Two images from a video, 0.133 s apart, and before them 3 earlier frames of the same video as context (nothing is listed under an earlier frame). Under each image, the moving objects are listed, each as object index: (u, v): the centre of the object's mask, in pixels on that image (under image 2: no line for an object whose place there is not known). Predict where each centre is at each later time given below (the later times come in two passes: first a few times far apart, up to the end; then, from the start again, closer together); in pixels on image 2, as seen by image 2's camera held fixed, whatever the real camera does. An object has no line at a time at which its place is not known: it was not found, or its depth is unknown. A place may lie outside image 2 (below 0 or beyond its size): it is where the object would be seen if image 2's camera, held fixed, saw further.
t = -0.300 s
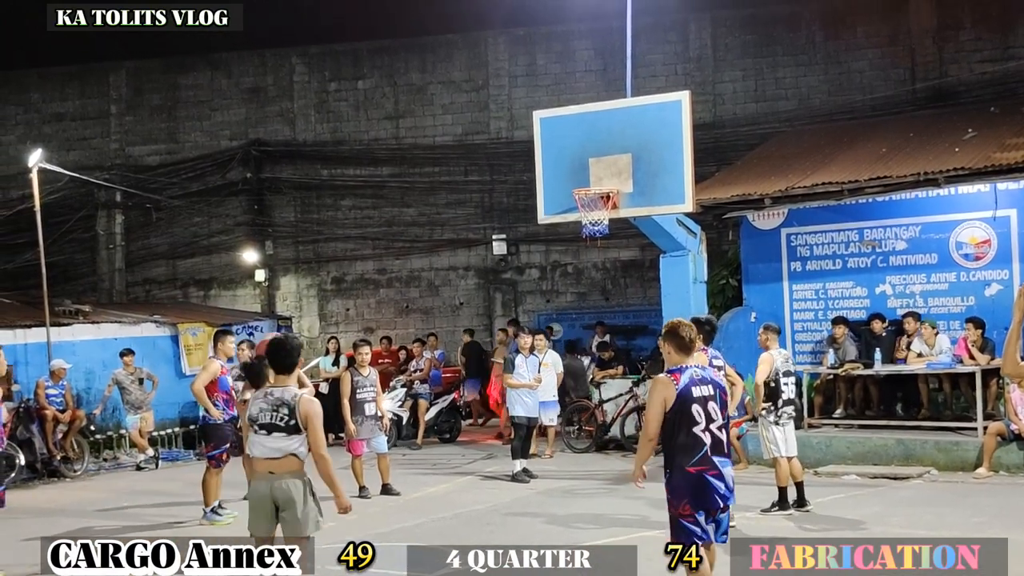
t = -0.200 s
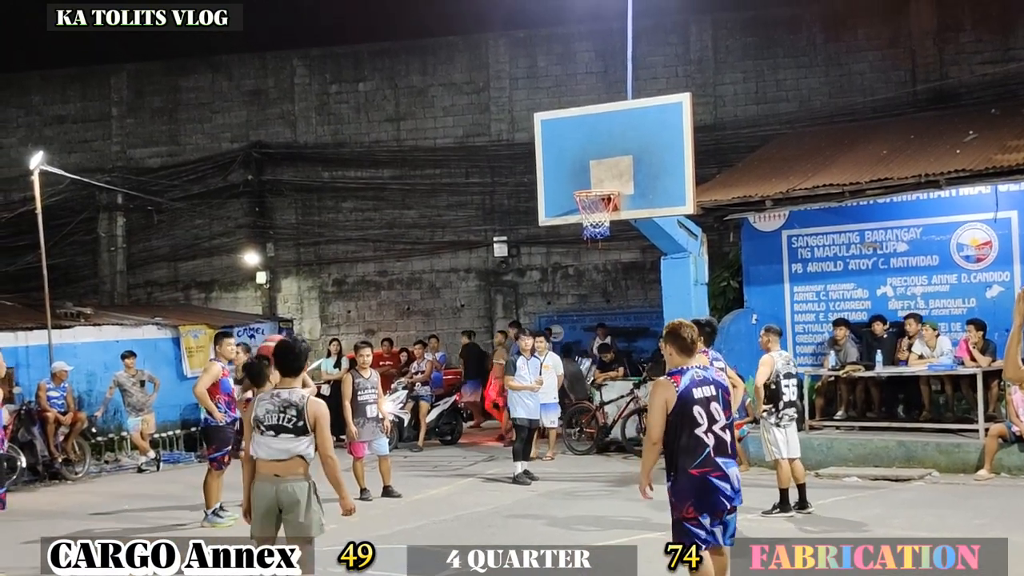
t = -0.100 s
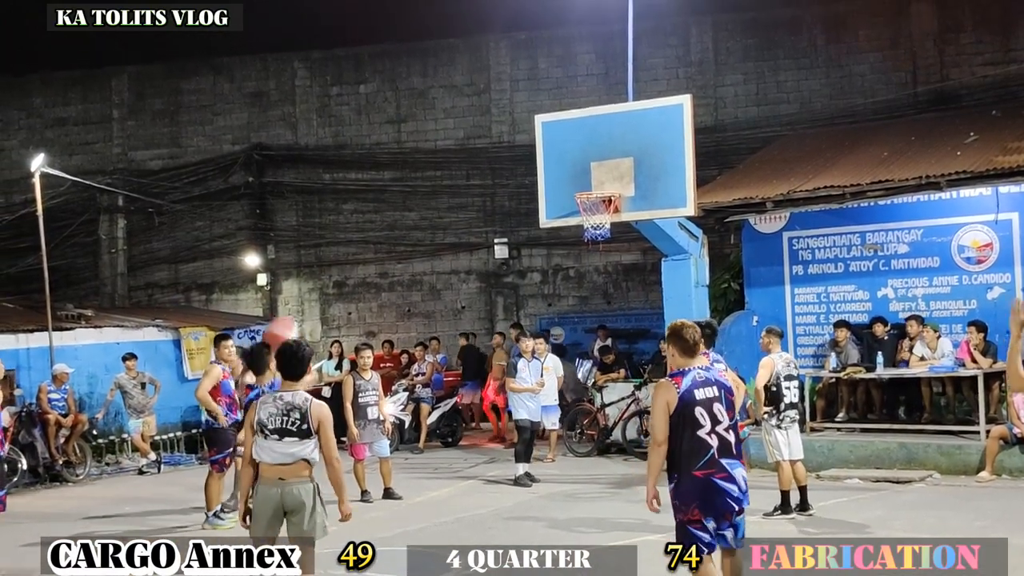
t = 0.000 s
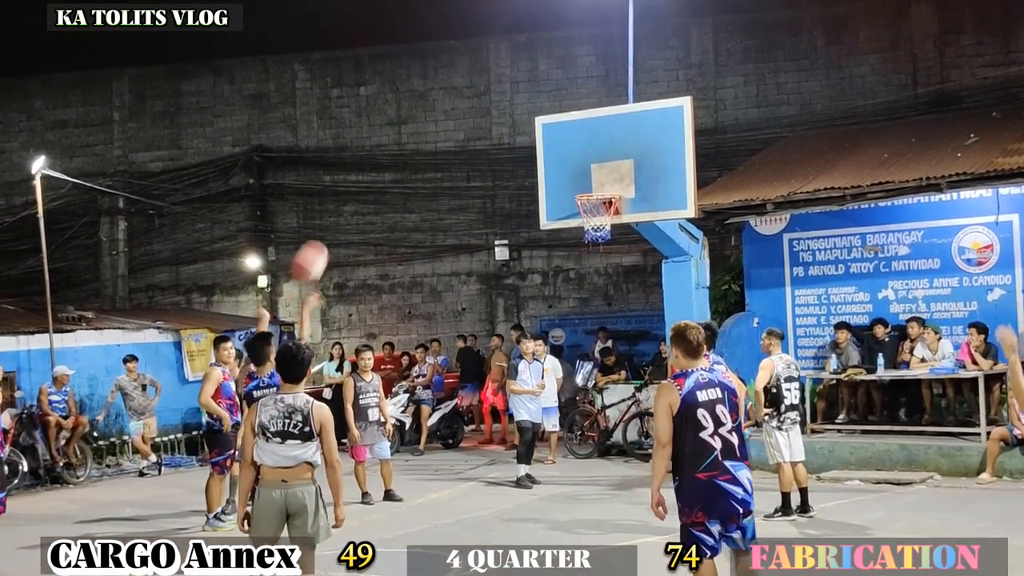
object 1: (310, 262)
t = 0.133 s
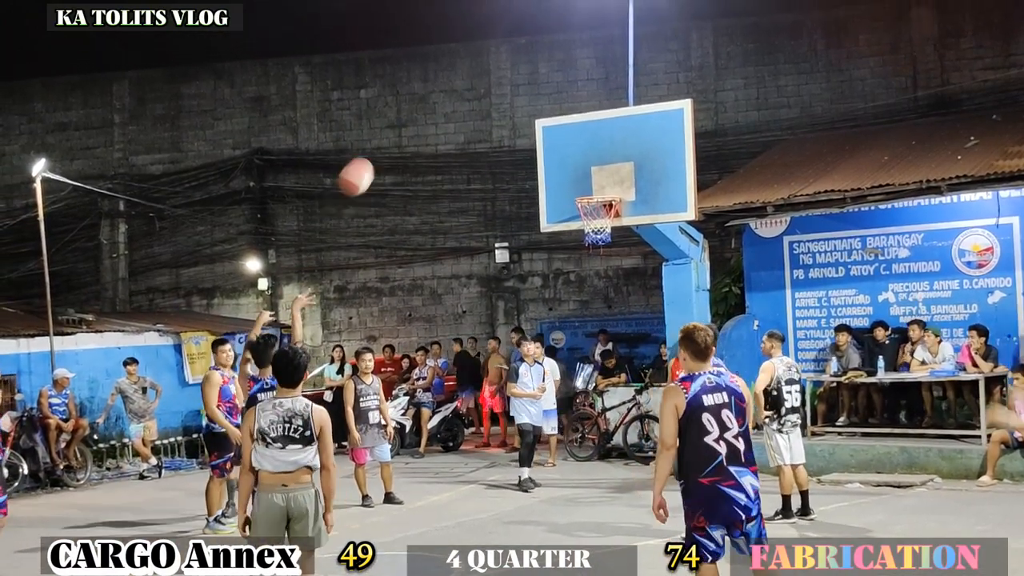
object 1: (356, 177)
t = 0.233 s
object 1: (388, 131)
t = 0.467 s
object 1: (456, 77)
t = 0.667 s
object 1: (507, 81)
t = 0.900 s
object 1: (562, 134)
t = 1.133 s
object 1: (608, 170)
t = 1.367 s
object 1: (648, 130)
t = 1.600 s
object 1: (697, 142)
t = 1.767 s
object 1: (734, 184)
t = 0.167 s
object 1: (367, 159)
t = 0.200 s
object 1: (378, 144)
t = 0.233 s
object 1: (388, 131)
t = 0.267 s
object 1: (399, 118)
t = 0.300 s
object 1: (408, 108)
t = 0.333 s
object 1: (419, 99)
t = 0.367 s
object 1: (428, 91)
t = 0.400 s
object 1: (438, 85)
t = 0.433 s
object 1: (447, 80)
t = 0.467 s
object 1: (456, 77)
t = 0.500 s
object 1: (464, 75)
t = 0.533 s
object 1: (473, 74)
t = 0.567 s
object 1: (482, 74)
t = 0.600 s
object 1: (491, 75)
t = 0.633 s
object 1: (499, 78)
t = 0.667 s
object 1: (507, 81)
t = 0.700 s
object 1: (515, 86)
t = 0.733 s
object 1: (523, 92)
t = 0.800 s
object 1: (538, 105)
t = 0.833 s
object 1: (545, 113)
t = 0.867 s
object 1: (553, 123)
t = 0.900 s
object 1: (562, 134)
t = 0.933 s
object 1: (569, 144)
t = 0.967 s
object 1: (576, 156)
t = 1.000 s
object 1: (583, 168)
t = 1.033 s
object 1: (590, 182)
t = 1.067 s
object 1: (596, 188)
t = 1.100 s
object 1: (601, 179)
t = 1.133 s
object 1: (608, 170)
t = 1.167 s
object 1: (613, 161)
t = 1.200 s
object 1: (618, 153)
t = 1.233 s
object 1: (624, 147)
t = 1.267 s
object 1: (630, 141)
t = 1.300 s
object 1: (635, 136)
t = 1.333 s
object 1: (641, 133)
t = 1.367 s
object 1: (648, 130)
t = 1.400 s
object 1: (654, 128)
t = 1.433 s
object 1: (660, 127)
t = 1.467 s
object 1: (667, 128)
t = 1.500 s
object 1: (673, 130)
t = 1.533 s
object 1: (680, 133)
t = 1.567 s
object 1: (689, 136)
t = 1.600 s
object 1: (697, 142)
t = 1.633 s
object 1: (704, 148)
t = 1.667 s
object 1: (710, 155)
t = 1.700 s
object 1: (718, 164)
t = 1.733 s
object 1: (725, 172)
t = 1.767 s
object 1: (734, 184)
